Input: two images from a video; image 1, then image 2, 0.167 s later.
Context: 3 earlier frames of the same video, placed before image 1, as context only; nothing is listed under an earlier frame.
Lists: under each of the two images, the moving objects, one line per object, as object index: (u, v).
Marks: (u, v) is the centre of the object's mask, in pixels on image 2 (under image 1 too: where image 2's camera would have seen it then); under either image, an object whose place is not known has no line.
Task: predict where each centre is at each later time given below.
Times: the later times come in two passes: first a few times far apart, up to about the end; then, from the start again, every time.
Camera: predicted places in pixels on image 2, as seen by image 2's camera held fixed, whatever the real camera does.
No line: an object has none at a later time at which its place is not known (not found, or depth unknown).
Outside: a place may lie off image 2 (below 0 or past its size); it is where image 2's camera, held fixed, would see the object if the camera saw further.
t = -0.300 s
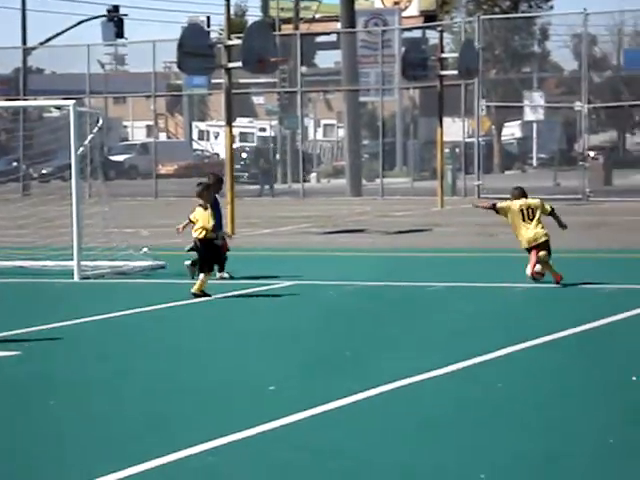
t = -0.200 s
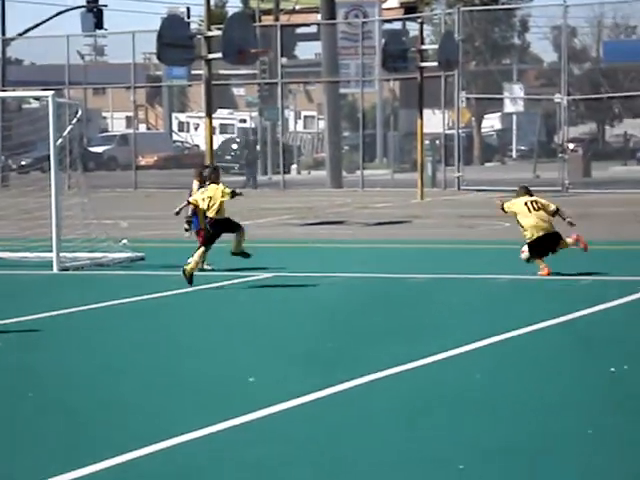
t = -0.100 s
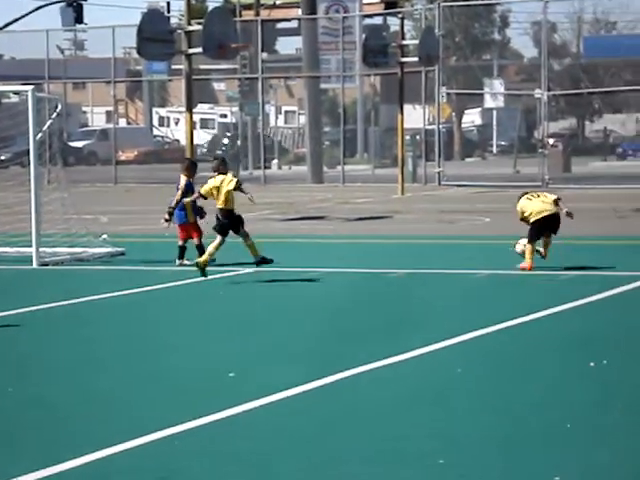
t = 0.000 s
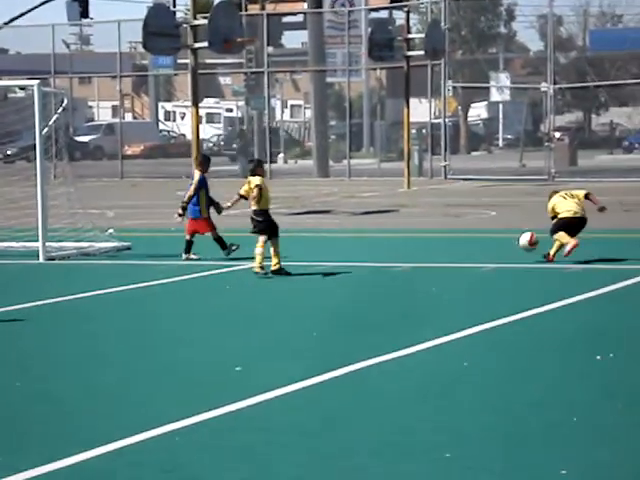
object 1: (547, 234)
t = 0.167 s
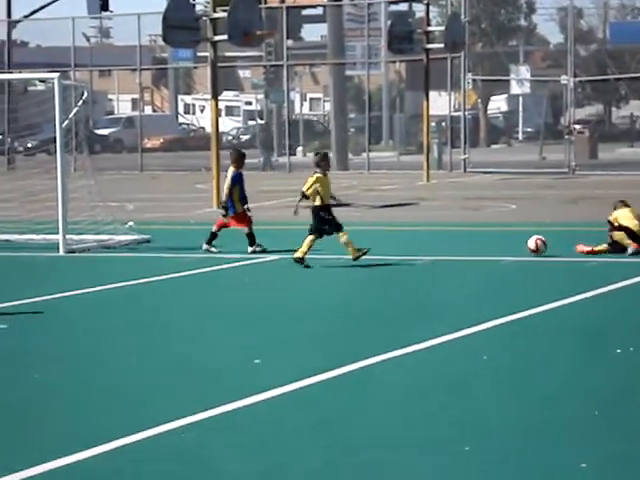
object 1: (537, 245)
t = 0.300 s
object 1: (537, 239)
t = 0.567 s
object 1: (535, 243)
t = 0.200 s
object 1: (536, 241)
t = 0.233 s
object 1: (536, 240)
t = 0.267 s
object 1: (537, 239)
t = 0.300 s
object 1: (537, 239)
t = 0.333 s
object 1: (537, 241)
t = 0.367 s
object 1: (537, 243)
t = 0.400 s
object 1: (537, 246)
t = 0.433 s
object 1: (537, 246)
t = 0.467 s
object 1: (536, 244)
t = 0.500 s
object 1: (536, 243)
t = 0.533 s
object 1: (535, 242)
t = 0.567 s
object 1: (535, 243)
